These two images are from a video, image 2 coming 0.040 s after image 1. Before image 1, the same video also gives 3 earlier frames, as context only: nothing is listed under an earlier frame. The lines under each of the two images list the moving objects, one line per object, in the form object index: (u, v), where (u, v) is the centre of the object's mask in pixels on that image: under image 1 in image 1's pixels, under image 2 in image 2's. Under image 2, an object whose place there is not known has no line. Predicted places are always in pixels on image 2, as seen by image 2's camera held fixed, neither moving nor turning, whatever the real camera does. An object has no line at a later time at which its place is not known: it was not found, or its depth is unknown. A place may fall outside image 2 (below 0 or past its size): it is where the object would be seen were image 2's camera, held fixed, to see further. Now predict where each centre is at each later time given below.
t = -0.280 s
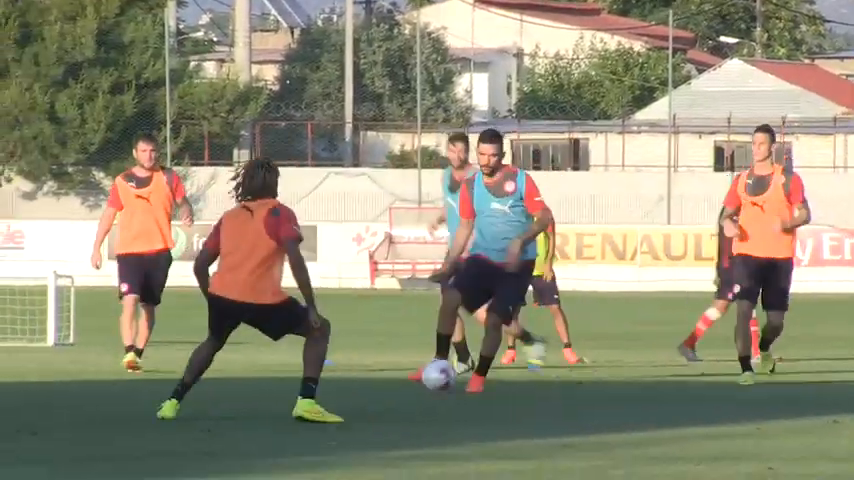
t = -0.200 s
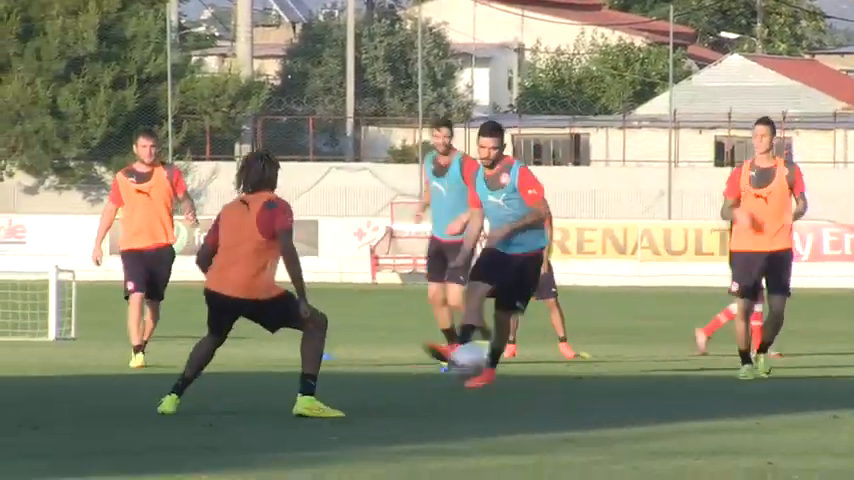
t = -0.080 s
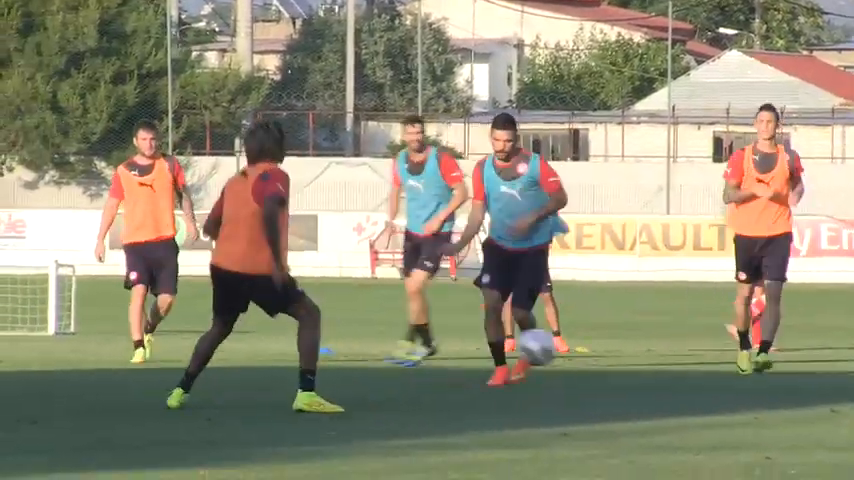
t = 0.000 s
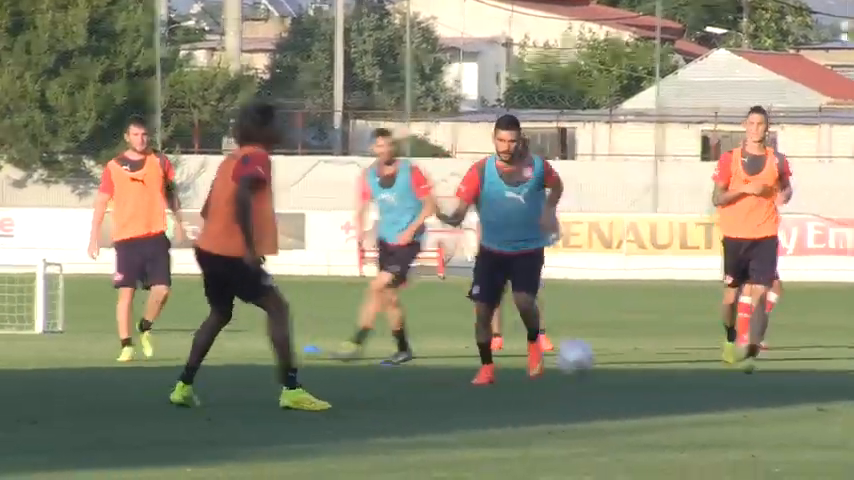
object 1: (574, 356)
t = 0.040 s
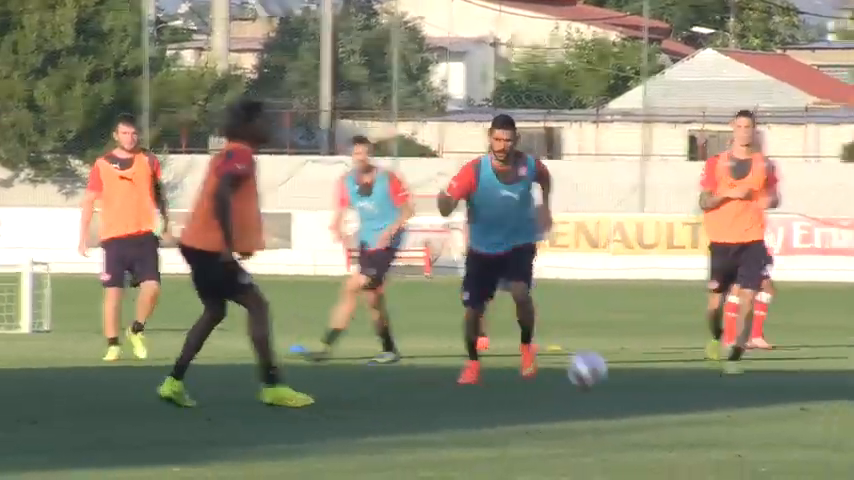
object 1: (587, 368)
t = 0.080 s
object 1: (610, 387)
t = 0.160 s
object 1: (652, 388)
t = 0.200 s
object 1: (677, 385)
